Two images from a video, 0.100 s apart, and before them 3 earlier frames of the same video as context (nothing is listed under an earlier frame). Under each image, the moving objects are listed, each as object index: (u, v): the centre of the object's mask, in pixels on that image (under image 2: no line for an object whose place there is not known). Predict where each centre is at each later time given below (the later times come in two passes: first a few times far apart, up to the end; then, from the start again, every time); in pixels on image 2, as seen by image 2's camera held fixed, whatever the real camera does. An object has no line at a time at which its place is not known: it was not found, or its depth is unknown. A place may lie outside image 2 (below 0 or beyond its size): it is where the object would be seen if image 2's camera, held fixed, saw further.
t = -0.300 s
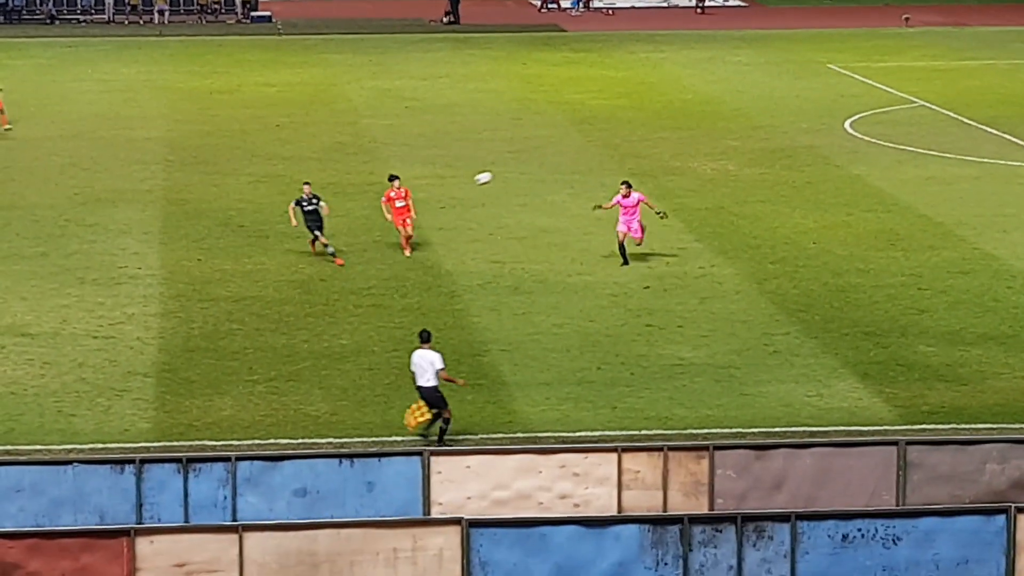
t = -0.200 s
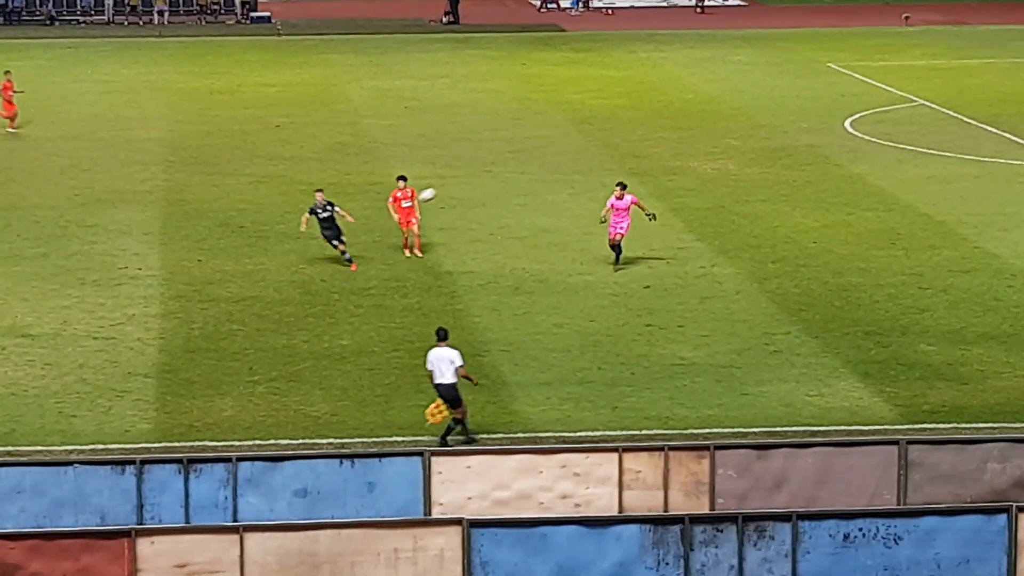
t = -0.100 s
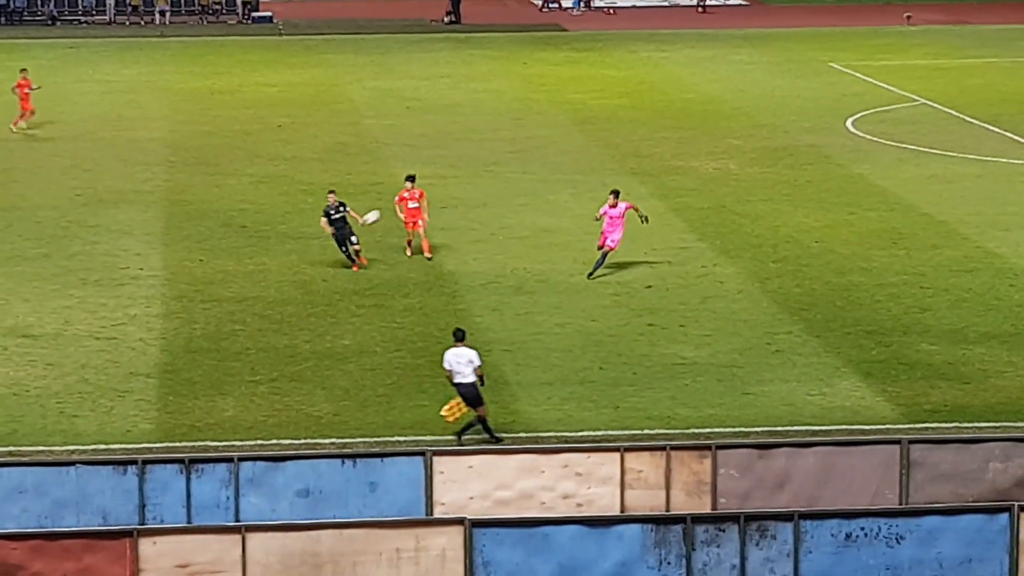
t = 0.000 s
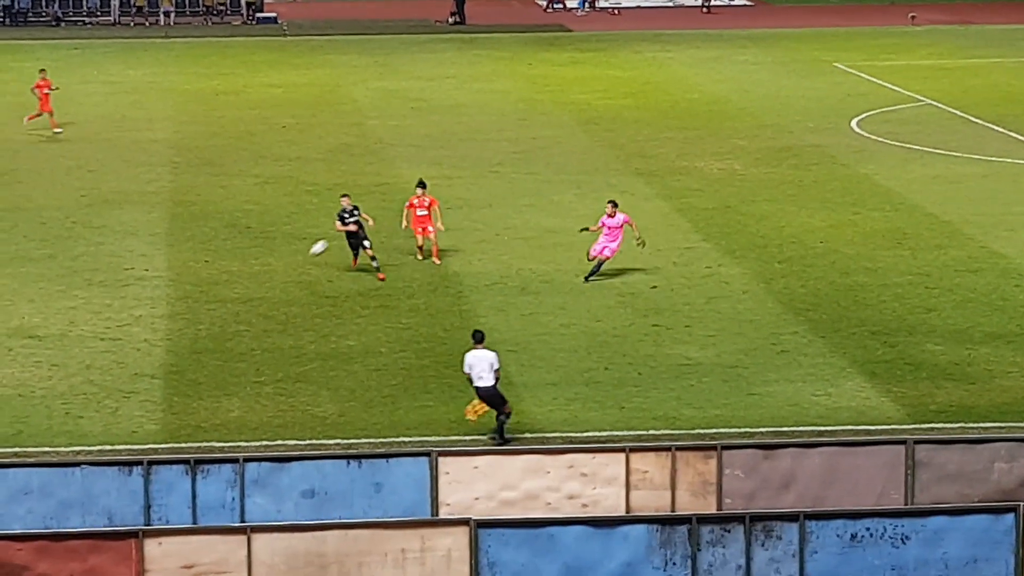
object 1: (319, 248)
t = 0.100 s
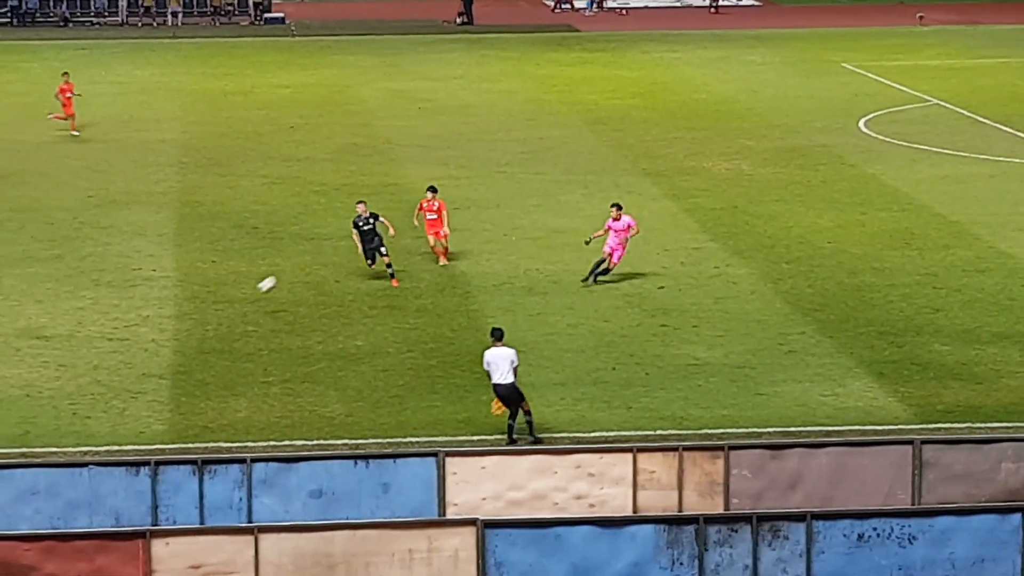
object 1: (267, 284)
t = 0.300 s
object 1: (187, 291)
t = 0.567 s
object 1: (116, 256)
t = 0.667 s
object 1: (90, 253)
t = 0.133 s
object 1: (247, 299)
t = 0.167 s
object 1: (227, 313)
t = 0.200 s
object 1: (213, 316)
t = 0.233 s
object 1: (204, 308)
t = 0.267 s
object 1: (196, 299)
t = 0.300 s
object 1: (187, 291)
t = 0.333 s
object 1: (178, 285)
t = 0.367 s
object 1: (169, 278)
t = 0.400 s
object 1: (160, 273)
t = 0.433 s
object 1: (151, 268)
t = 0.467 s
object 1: (142, 264)
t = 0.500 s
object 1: (133, 261)
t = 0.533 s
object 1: (125, 258)
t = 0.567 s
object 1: (116, 256)
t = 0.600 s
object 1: (107, 254)
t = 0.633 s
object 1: (98, 253)
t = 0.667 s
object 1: (90, 253)
